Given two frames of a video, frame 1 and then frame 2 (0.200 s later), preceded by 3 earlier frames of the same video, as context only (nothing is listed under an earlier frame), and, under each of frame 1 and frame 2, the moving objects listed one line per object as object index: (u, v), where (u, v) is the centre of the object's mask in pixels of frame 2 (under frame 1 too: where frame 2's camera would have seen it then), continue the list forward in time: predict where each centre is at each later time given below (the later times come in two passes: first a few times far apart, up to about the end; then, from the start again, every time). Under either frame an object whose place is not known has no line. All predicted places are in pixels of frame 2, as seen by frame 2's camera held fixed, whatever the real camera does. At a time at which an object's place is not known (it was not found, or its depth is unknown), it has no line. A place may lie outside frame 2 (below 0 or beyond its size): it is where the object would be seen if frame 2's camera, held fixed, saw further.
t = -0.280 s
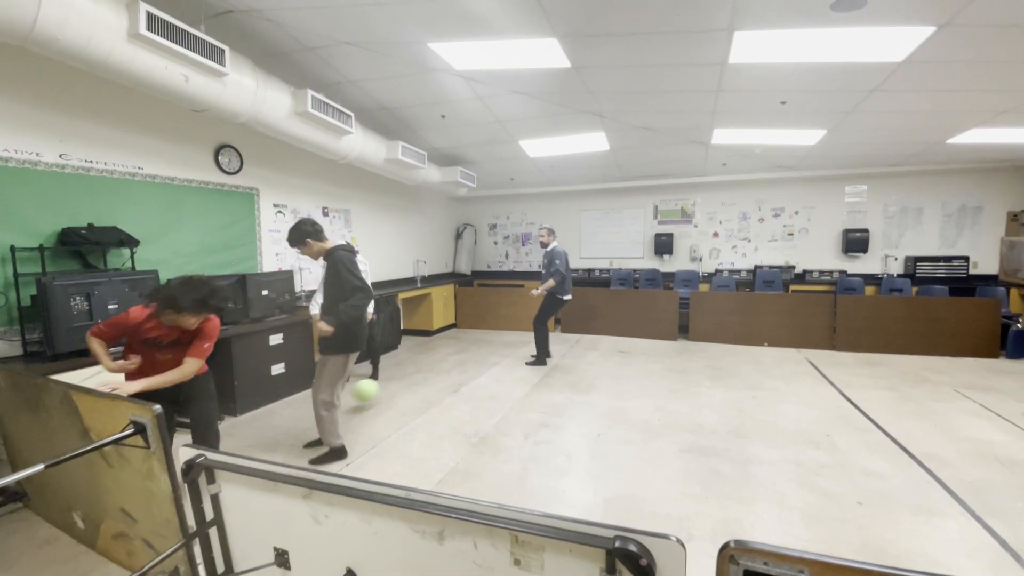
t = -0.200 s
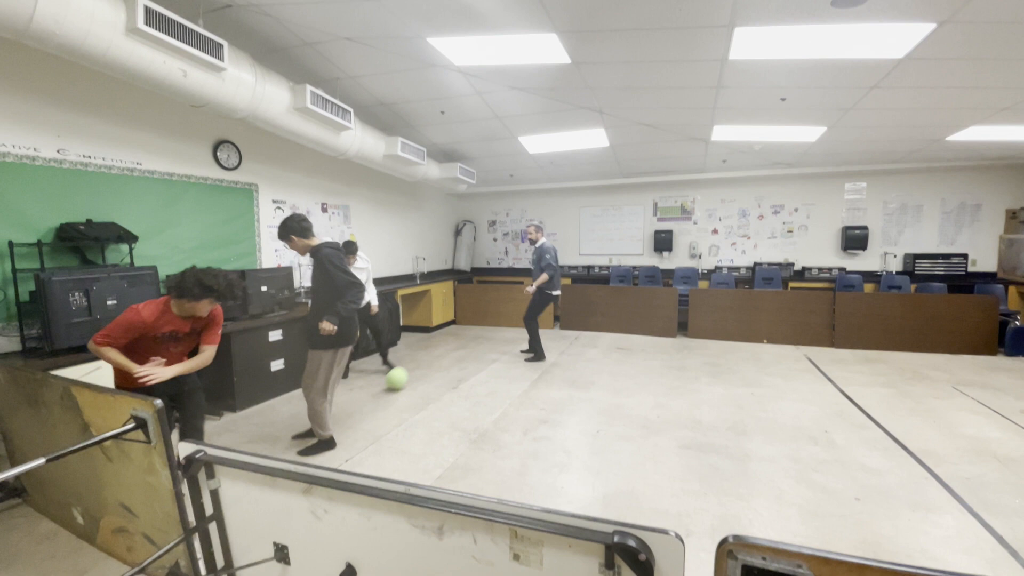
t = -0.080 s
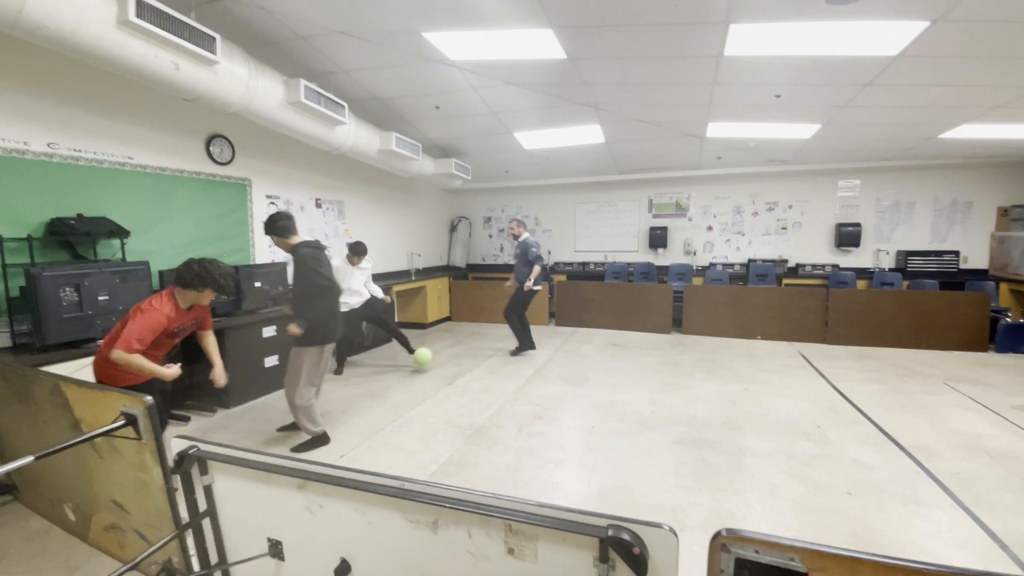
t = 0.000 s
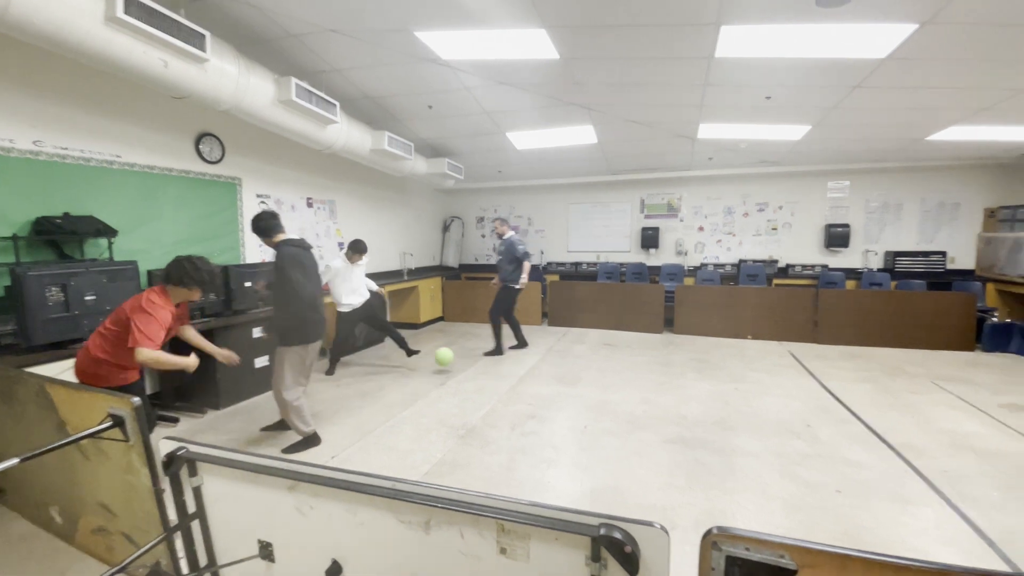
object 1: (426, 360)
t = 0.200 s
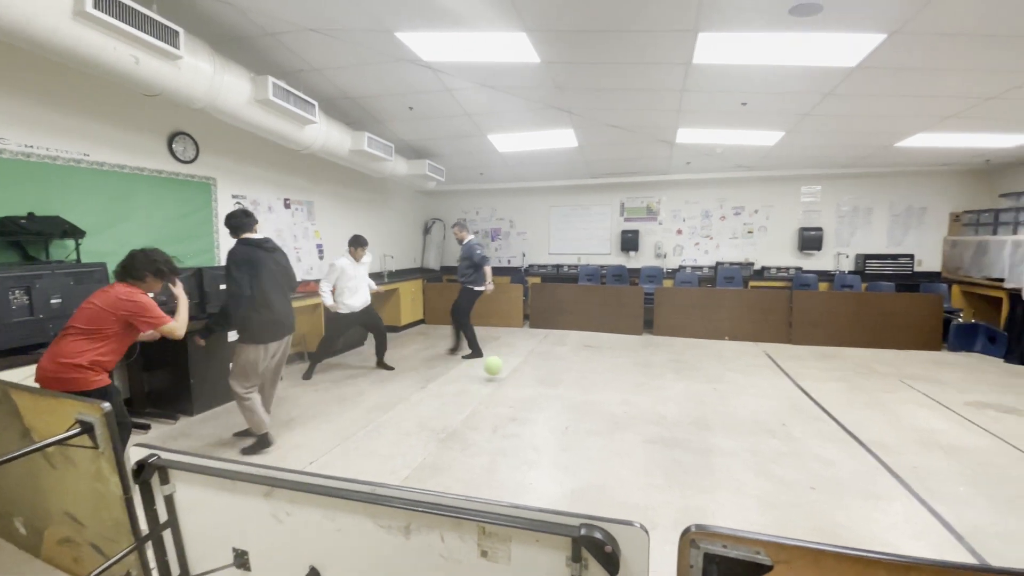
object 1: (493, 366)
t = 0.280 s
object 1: (518, 367)
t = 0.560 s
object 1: (592, 377)
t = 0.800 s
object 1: (652, 382)
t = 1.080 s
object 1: (721, 390)
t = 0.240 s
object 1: (503, 366)
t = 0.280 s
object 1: (518, 367)
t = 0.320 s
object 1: (528, 369)
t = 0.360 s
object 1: (538, 372)
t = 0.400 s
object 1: (553, 375)
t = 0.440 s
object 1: (562, 374)
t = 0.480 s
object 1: (575, 374)
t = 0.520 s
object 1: (583, 375)
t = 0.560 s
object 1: (592, 377)
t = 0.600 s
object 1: (604, 379)
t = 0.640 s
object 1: (612, 379)
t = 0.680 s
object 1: (625, 381)
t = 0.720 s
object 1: (633, 382)
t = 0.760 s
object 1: (640, 381)
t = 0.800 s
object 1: (652, 382)
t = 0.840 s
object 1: (660, 383)
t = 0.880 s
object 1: (673, 386)
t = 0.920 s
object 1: (681, 385)
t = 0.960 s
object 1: (689, 385)
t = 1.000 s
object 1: (700, 387)
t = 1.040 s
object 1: (708, 389)
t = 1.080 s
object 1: (721, 390)
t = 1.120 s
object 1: (730, 391)
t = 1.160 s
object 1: (738, 392)
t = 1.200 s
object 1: (750, 392)
